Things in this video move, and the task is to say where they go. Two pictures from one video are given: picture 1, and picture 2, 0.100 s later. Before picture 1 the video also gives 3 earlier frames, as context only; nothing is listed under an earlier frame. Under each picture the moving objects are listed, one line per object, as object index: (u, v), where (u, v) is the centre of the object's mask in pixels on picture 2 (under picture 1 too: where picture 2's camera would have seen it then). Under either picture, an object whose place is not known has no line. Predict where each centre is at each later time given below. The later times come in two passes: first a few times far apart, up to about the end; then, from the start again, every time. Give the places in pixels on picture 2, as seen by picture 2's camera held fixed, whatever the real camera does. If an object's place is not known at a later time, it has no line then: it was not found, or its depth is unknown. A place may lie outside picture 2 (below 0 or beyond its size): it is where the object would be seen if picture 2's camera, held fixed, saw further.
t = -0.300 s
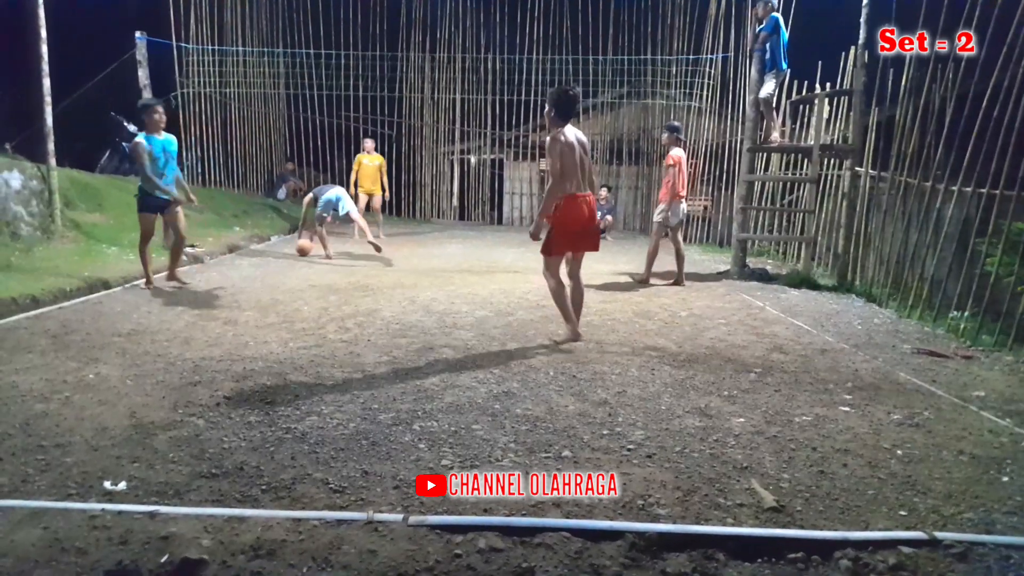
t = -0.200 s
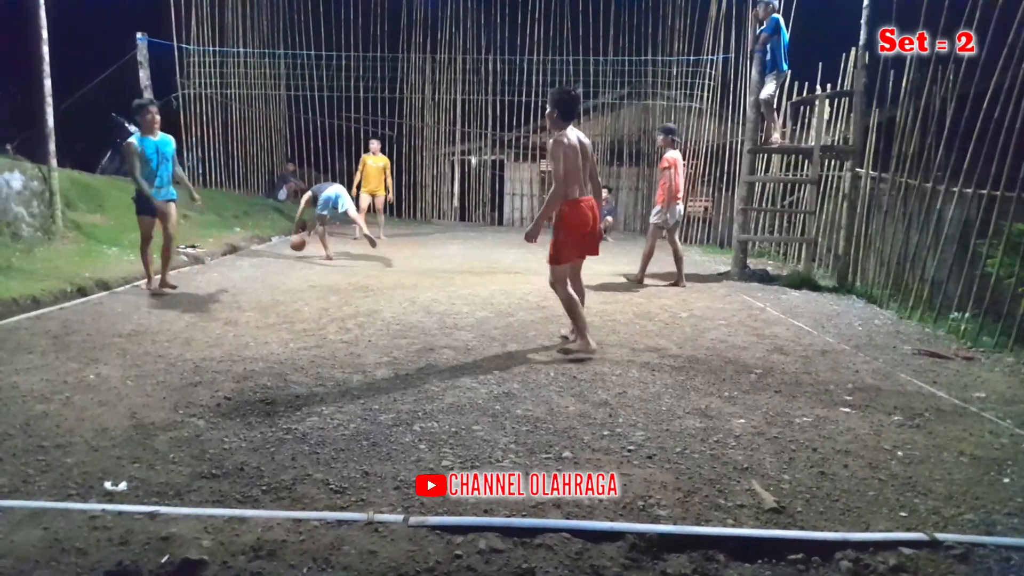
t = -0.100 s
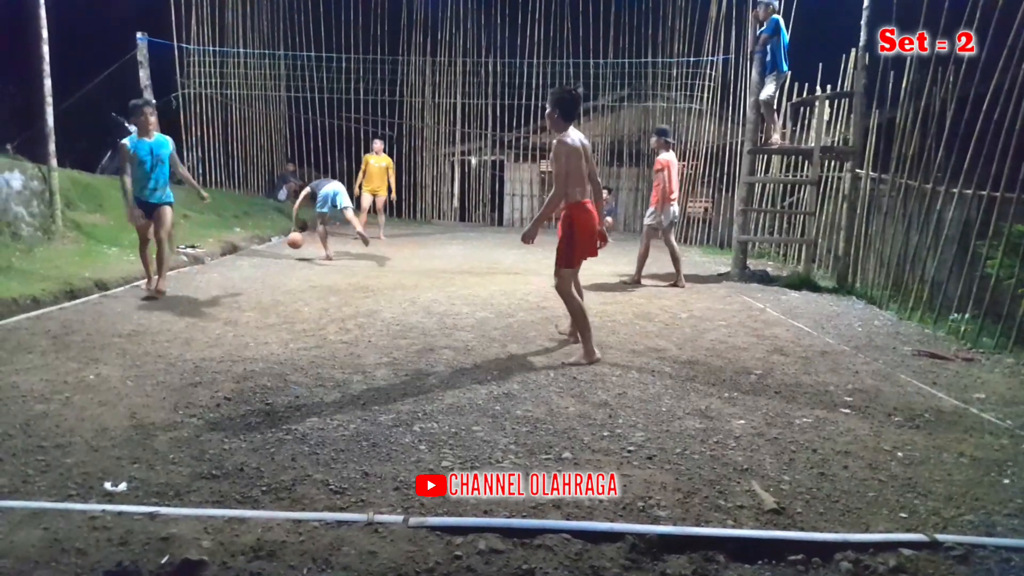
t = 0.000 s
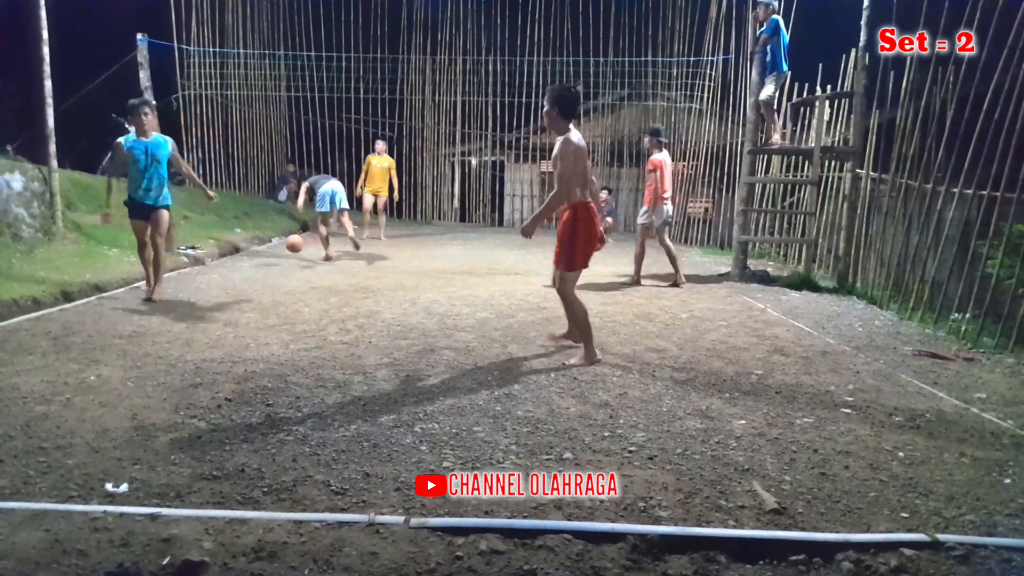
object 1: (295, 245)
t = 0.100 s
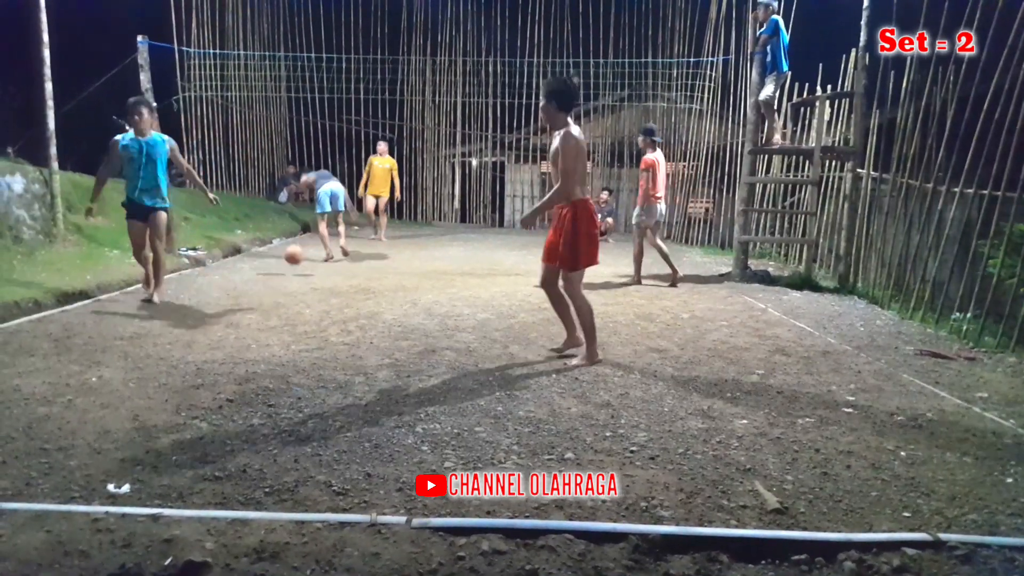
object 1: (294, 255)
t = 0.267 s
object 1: (291, 260)
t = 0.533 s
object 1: (286, 286)
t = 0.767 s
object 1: (277, 289)
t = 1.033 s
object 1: (259, 337)
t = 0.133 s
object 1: (293, 261)
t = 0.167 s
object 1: (293, 269)
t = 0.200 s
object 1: (292, 267)
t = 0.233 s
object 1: (292, 262)
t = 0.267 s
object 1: (291, 260)
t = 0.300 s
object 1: (290, 259)
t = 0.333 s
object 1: (290, 259)
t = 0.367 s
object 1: (289, 259)
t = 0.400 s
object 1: (289, 261)
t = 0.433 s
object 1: (288, 265)
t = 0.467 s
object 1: (288, 270)
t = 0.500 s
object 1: (288, 276)
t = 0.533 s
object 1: (286, 286)
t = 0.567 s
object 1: (286, 295)
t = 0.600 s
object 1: (286, 300)
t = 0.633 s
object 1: (284, 295)
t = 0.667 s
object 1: (282, 291)
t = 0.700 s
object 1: (280, 288)
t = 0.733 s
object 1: (279, 288)
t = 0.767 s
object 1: (277, 289)
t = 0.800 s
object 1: (275, 290)
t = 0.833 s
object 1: (273, 294)
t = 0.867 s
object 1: (270, 302)
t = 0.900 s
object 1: (267, 310)
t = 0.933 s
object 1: (264, 321)
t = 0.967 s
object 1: (262, 332)
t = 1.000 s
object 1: (260, 339)
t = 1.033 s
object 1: (259, 337)
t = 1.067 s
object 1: (257, 335)
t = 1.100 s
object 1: (256, 335)
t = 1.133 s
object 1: (255, 336)
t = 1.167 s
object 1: (253, 342)
